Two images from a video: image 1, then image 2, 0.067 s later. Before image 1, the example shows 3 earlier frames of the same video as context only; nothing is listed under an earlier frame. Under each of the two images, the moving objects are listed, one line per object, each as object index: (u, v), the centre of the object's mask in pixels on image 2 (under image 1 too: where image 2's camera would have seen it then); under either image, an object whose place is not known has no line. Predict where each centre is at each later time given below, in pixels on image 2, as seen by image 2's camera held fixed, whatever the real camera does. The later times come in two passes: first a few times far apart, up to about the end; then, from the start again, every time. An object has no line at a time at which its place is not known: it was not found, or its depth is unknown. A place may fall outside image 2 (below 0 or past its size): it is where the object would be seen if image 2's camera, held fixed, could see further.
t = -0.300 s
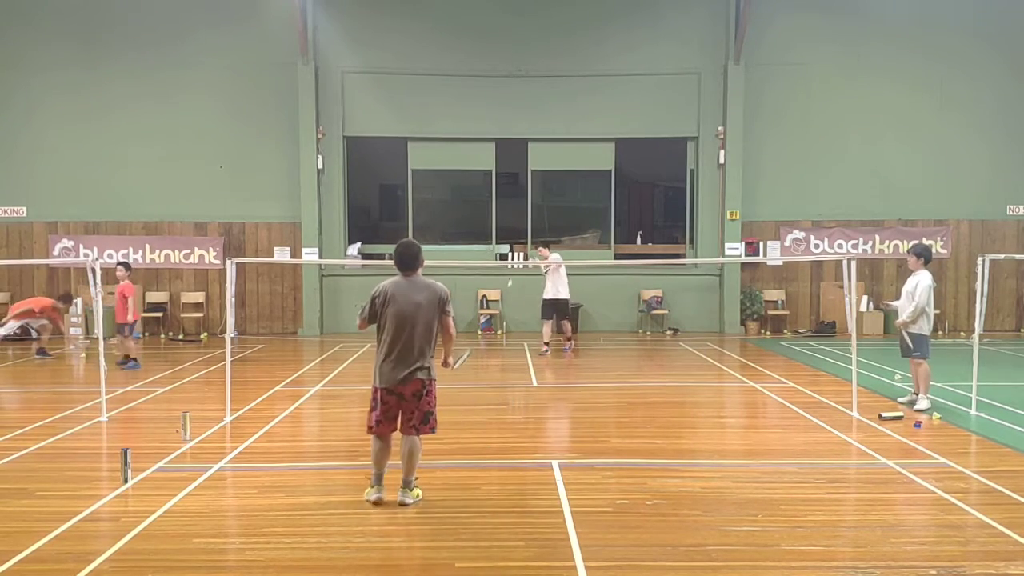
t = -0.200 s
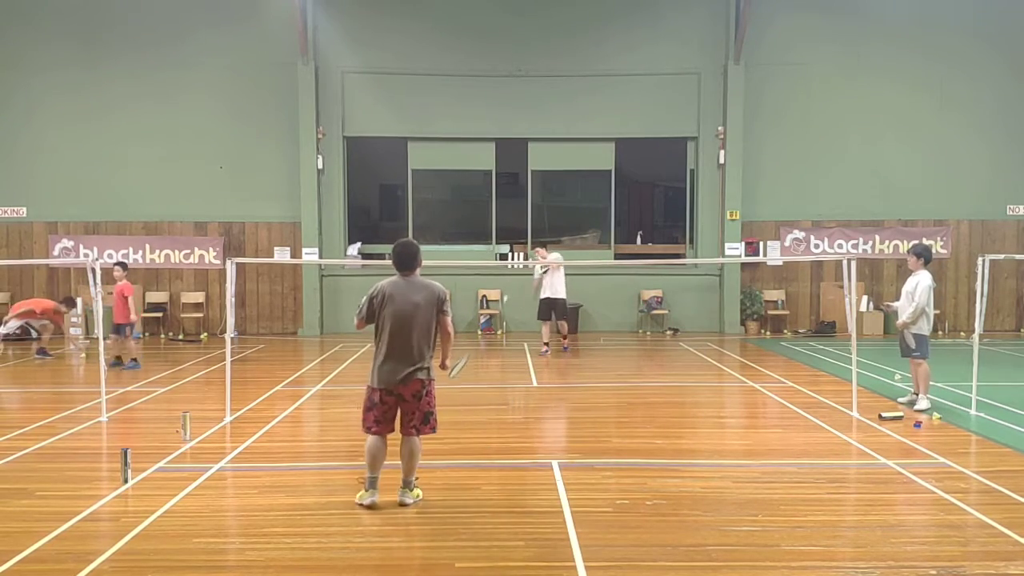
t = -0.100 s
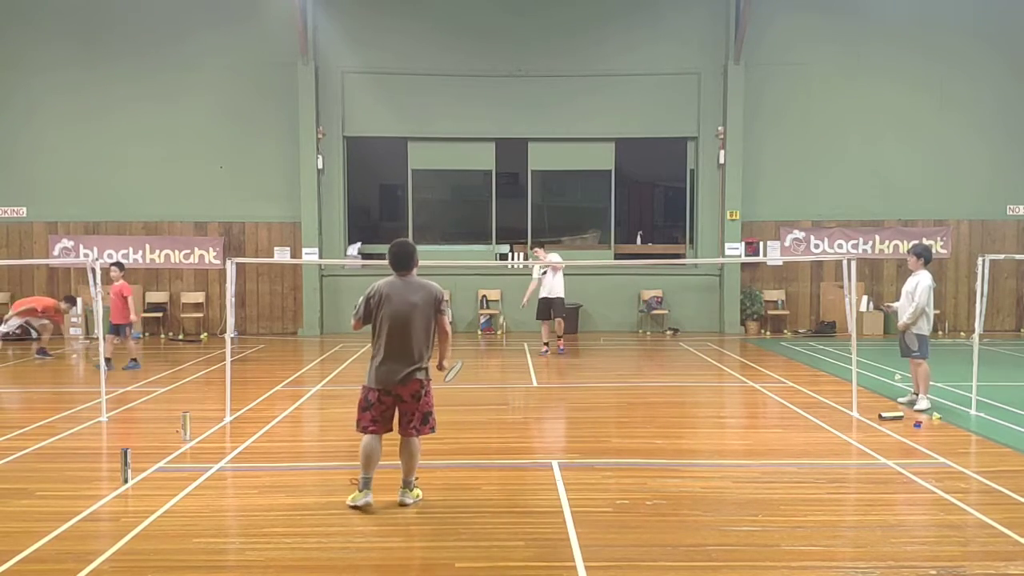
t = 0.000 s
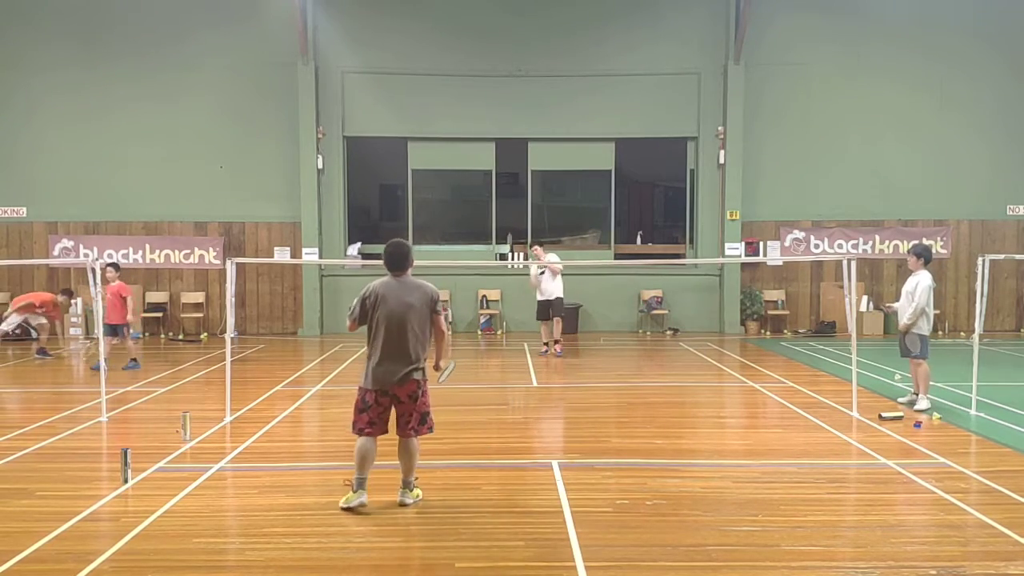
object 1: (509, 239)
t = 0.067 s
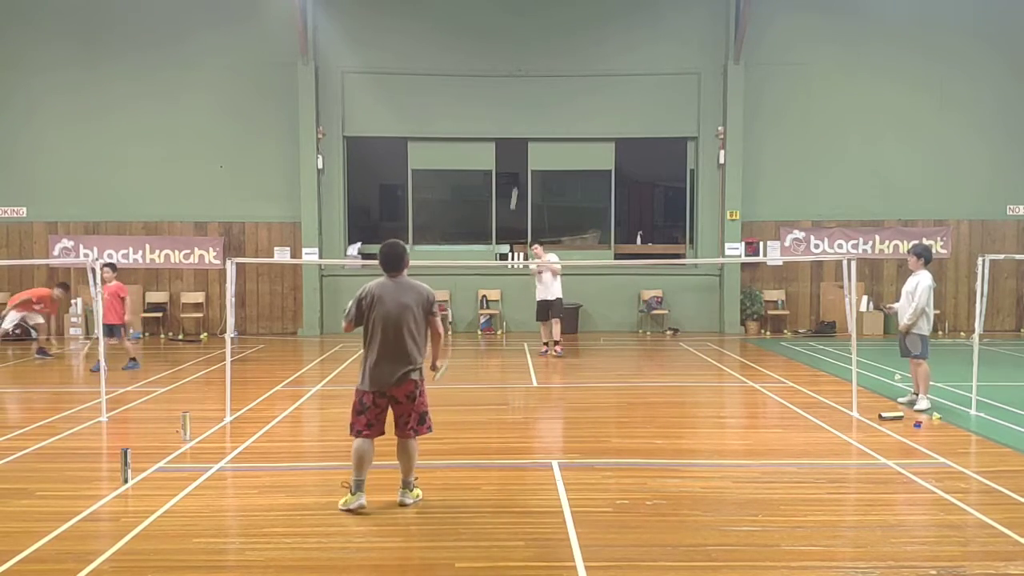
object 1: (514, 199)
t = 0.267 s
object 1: (529, 96)
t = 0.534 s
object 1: (547, 33)
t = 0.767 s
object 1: (561, 46)
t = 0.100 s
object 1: (516, 178)
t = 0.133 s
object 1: (519, 158)
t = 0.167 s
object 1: (522, 142)
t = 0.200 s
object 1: (524, 125)
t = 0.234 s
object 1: (526, 109)
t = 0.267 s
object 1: (529, 96)
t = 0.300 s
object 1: (532, 84)
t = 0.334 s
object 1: (534, 73)
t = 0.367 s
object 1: (537, 64)
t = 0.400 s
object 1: (539, 55)
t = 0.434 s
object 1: (541, 48)
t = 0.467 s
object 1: (543, 42)
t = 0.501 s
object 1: (546, 37)
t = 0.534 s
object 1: (547, 33)
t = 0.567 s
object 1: (550, 31)
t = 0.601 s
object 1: (551, 30)
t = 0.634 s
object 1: (554, 31)
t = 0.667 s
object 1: (556, 32)
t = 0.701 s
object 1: (557, 35)
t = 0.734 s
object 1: (559, 39)
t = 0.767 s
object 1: (561, 46)
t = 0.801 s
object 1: (563, 54)
